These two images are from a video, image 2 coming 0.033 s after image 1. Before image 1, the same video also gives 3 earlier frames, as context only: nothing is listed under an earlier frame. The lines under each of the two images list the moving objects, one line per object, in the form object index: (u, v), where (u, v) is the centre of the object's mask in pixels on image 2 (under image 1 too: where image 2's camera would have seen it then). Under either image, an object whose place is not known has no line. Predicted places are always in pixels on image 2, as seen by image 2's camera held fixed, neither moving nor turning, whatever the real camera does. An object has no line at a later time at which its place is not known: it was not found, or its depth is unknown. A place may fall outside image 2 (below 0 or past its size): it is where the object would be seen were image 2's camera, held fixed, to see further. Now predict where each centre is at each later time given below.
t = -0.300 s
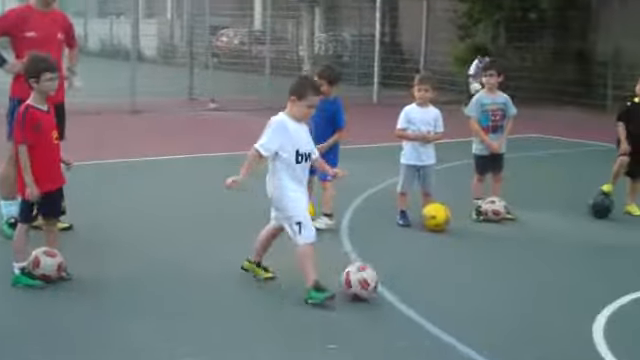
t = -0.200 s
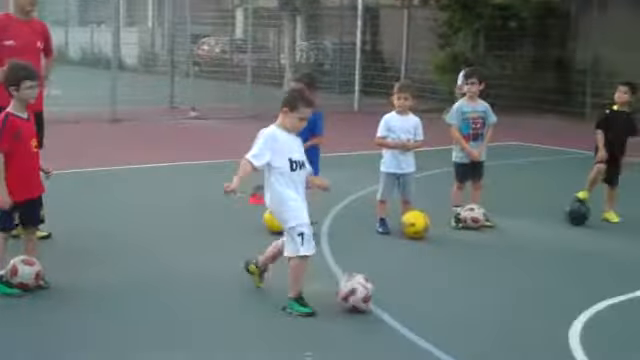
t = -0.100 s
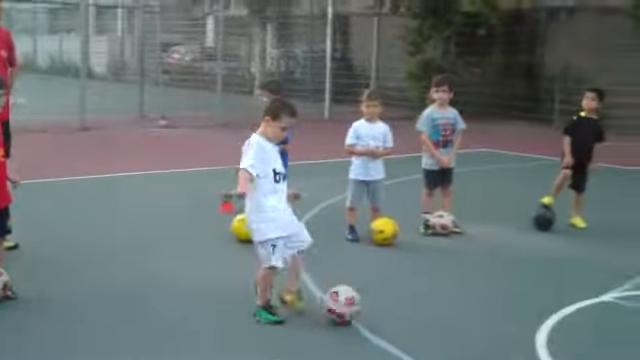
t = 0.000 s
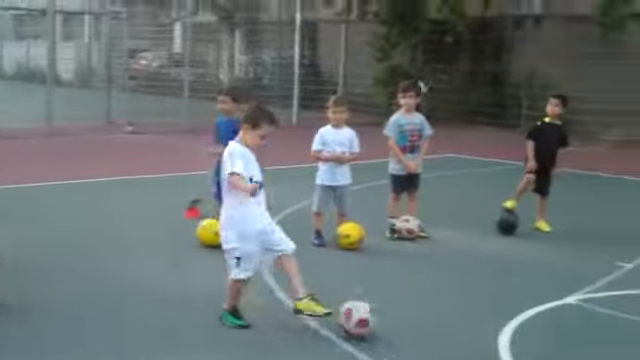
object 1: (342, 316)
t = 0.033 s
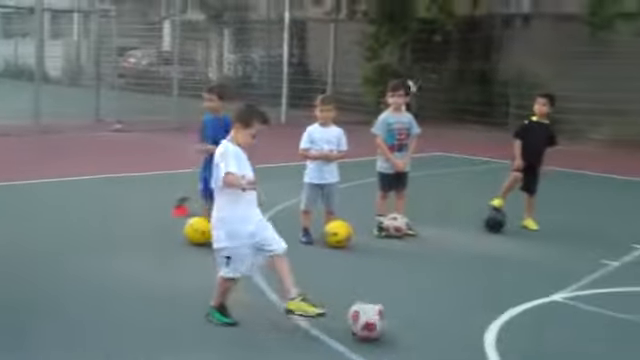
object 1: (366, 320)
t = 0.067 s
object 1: (389, 324)
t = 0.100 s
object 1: (411, 329)
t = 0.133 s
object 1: (431, 333)
